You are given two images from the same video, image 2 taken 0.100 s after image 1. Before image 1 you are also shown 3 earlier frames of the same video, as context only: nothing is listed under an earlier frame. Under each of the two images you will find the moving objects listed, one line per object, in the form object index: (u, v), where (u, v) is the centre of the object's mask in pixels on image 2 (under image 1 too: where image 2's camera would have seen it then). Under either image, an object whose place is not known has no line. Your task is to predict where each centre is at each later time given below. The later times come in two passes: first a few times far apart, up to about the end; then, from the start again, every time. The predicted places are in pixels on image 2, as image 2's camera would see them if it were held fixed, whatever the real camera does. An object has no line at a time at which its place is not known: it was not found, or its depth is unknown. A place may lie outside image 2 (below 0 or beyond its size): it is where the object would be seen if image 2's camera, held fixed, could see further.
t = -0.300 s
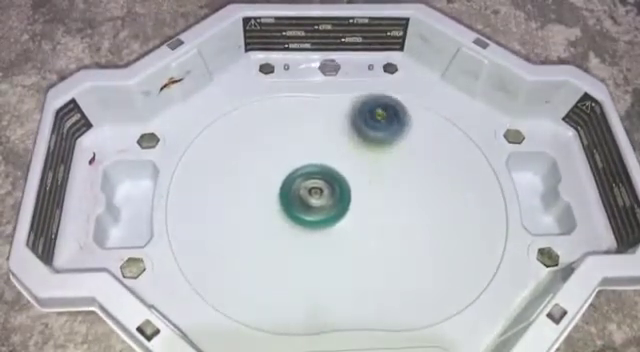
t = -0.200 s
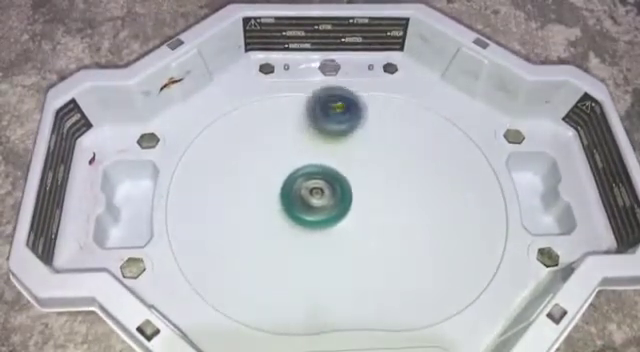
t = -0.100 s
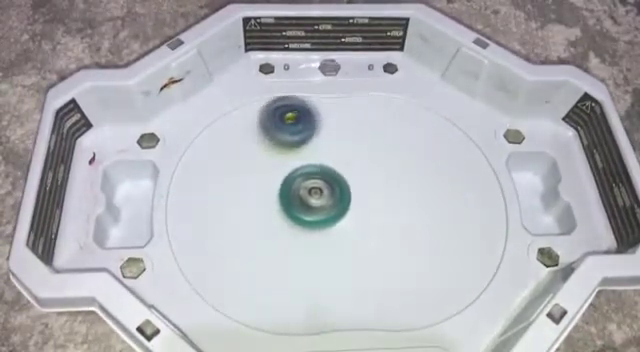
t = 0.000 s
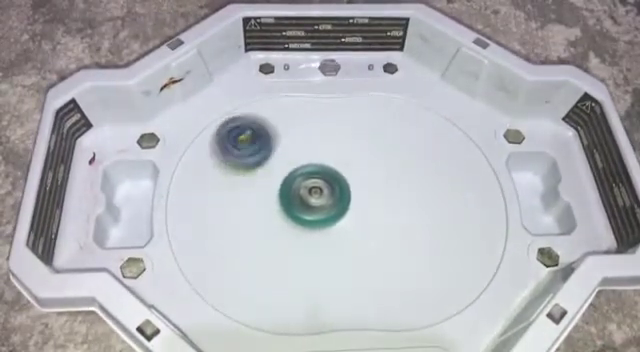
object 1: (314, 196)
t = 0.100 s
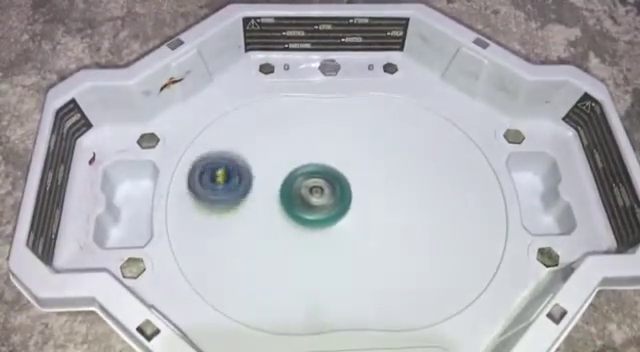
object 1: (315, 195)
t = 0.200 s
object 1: (315, 195)
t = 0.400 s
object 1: (315, 196)
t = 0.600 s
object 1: (315, 197)
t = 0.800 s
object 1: (315, 197)
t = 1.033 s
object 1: (315, 195)
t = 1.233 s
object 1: (315, 193)
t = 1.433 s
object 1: (314, 193)
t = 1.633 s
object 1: (315, 194)
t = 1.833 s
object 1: (314, 194)
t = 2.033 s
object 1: (315, 195)
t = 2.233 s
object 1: (316, 196)
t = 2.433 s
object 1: (315, 195)
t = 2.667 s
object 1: (314, 195)
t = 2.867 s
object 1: (316, 195)
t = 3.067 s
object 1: (314, 194)
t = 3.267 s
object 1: (316, 194)
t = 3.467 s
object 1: (315, 194)
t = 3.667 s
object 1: (315, 195)
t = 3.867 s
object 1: (317, 206)
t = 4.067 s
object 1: (321, 208)
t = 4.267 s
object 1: (316, 193)
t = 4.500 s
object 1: (312, 182)
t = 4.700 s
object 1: (322, 187)
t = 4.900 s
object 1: (306, 200)
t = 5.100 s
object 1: (257, 272)
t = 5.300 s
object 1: (270, 261)
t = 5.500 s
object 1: (308, 213)
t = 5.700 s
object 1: (307, 193)
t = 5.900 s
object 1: (303, 183)
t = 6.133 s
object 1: (317, 181)
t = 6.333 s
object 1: (337, 184)
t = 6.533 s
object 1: (346, 174)
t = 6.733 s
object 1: (357, 185)
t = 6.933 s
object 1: (364, 202)
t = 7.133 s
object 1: (358, 211)
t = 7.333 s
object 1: (344, 219)
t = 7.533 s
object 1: (321, 236)
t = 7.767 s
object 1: (287, 237)
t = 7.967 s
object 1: (277, 201)
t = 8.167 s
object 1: (293, 166)
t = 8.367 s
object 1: (326, 151)
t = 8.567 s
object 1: (362, 167)
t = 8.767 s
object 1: (393, 200)
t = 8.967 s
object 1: (399, 238)
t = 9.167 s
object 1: (376, 259)
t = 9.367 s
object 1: (342, 244)
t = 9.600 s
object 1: (279, 196)
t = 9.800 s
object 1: (265, 154)
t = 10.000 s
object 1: (288, 131)
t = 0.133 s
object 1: (315, 195)
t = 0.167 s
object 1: (315, 195)
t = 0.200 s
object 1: (315, 195)
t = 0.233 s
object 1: (315, 195)
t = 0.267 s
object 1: (315, 196)
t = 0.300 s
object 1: (315, 196)
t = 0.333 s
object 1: (315, 196)
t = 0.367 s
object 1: (315, 196)
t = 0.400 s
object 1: (315, 196)
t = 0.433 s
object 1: (315, 196)
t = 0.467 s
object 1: (316, 196)
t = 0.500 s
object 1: (316, 196)
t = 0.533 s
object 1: (316, 196)
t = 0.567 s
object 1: (316, 196)
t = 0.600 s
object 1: (315, 197)
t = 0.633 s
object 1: (315, 197)
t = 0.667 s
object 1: (314, 197)
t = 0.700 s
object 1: (314, 197)
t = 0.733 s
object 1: (315, 197)
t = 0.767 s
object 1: (315, 197)
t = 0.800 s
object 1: (315, 197)
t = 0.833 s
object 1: (315, 196)
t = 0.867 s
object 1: (315, 196)
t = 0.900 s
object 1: (315, 196)
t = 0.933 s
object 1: (315, 196)
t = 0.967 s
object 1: (315, 195)
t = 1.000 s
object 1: (315, 195)
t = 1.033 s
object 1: (315, 195)
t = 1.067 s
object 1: (315, 195)
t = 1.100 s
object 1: (315, 195)
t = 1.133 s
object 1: (314, 194)
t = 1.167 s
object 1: (314, 194)
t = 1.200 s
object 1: (314, 193)
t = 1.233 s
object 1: (315, 193)
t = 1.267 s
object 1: (315, 193)
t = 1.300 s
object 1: (315, 193)
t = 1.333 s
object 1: (315, 193)
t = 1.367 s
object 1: (315, 193)
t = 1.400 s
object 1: (315, 193)
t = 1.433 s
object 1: (314, 193)
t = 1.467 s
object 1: (314, 193)
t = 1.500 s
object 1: (314, 193)
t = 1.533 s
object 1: (314, 193)
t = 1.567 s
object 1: (315, 194)
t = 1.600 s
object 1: (315, 194)
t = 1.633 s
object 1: (315, 194)
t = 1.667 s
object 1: (315, 194)
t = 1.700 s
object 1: (315, 194)
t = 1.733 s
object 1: (314, 194)
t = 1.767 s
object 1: (314, 194)
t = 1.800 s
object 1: (314, 194)
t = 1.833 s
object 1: (314, 194)
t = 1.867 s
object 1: (315, 194)
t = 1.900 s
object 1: (315, 194)
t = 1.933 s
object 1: (315, 194)
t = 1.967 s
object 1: (315, 194)
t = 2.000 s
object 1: (315, 195)
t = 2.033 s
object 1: (315, 195)
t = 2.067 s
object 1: (315, 195)
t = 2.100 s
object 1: (315, 196)
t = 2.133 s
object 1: (315, 196)
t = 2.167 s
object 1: (315, 196)
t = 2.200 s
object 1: (316, 196)
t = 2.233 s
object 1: (316, 196)
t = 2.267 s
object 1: (315, 196)
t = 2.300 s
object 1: (315, 196)
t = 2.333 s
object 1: (314, 196)
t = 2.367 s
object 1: (314, 196)
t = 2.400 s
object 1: (314, 195)
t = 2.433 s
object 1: (315, 195)
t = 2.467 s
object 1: (315, 195)
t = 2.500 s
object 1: (316, 195)
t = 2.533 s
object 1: (316, 195)
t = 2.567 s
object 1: (316, 195)
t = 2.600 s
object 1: (315, 195)
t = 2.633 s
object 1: (315, 195)
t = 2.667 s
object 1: (314, 195)
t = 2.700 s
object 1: (314, 195)
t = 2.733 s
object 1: (314, 195)
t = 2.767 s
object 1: (314, 195)
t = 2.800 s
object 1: (315, 195)
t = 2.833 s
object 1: (316, 194)
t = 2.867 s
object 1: (316, 195)
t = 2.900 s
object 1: (316, 195)
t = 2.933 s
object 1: (315, 195)
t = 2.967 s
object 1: (315, 194)
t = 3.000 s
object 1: (314, 194)
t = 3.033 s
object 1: (314, 194)
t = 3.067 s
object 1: (314, 194)
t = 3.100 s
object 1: (314, 194)
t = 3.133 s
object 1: (315, 194)
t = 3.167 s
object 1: (315, 194)
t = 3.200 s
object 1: (316, 194)
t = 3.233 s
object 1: (316, 194)
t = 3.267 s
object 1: (316, 194)
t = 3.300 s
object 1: (315, 194)
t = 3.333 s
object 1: (314, 194)
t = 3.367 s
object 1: (314, 194)
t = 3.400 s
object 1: (314, 194)
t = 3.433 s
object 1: (314, 194)
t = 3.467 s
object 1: (315, 194)
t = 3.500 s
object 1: (315, 194)
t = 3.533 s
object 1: (316, 194)
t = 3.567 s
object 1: (316, 195)
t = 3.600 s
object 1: (316, 195)
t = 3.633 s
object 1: (315, 195)
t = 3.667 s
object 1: (315, 195)
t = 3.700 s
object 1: (314, 196)
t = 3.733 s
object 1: (315, 198)
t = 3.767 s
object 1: (316, 200)
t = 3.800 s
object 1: (317, 202)
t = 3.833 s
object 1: (317, 204)
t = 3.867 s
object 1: (317, 206)
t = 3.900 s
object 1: (317, 207)
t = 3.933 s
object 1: (317, 208)
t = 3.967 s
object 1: (318, 208)
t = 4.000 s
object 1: (319, 208)
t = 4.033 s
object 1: (320, 208)
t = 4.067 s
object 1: (321, 208)
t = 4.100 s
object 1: (322, 208)
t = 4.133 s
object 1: (322, 208)
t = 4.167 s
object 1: (322, 206)
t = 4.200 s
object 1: (321, 201)
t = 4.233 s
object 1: (319, 197)
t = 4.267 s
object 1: (316, 193)
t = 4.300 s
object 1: (313, 190)
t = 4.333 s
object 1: (311, 187)
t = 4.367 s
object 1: (310, 185)
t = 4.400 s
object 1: (310, 184)
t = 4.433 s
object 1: (310, 183)
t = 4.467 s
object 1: (311, 183)
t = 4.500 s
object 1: (312, 182)
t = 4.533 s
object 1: (313, 182)
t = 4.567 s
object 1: (315, 183)
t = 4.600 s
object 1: (317, 184)
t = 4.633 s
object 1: (320, 185)
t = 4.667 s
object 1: (321, 186)
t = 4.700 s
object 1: (322, 187)
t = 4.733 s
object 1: (322, 187)
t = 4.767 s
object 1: (320, 187)
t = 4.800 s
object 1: (318, 187)
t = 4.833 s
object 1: (317, 186)
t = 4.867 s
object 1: (315, 186)
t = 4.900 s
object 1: (306, 200)
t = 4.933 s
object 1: (294, 216)
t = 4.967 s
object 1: (283, 232)
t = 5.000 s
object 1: (273, 246)
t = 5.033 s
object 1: (266, 257)
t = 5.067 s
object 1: (260, 266)
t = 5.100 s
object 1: (257, 272)
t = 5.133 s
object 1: (256, 275)
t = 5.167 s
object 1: (256, 276)
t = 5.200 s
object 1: (258, 274)
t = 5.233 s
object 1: (262, 271)
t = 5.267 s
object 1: (266, 266)
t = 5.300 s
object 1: (270, 261)
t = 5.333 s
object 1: (276, 254)
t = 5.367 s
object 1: (282, 247)
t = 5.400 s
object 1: (288, 239)
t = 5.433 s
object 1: (294, 231)
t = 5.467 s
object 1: (301, 222)
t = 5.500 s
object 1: (308, 213)
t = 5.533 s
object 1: (315, 205)
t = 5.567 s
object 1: (319, 200)
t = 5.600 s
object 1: (316, 198)
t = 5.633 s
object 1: (313, 196)
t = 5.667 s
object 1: (309, 195)
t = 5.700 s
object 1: (307, 193)
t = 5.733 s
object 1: (305, 191)
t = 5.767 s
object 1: (304, 189)
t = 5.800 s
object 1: (303, 187)
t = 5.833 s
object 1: (303, 185)
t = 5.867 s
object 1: (302, 184)
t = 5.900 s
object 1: (303, 183)
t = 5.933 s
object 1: (304, 182)
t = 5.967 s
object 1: (305, 181)
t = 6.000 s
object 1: (307, 181)
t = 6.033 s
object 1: (309, 180)
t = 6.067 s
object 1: (312, 181)
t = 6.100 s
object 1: (314, 181)
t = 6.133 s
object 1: (317, 181)
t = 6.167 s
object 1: (321, 182)
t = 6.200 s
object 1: (324, 182)
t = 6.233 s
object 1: (326, 183)
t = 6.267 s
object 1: (330, 183)
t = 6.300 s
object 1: (333, 183)
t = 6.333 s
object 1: (337, 184)
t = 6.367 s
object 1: (341, 184)
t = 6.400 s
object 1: (343, 180)
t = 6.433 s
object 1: (344, 176)
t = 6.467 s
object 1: (345, 175)
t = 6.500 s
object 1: (346, 174)
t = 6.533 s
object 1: (346, 174)
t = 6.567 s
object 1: (347, 175)
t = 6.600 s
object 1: (348, 177)
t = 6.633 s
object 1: (350, 178)
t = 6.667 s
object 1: (352, 180)
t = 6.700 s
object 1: (354, 183)
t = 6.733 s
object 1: (357, 185)
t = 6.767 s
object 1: (359, 188)
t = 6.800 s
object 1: (361, 191)
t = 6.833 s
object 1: (363, 194)
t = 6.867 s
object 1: (364, 197)
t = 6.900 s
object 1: (364, 199)
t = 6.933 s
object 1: (364, 202)
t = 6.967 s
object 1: (364, 205)
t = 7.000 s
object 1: (363, 206)
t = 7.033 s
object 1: (362, 207)
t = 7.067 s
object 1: (361, 208)
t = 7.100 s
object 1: (359, 209)
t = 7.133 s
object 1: (358, 211)
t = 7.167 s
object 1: (356, 213)
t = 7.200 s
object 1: (354, 215)
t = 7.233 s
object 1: (352, 216)
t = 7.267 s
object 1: (350, 218)
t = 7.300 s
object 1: (347, 219)
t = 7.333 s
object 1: (344, 219)
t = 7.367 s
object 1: (341, 219)
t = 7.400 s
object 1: (339, 218)
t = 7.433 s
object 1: (336, 217)
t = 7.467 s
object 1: (332, 217)
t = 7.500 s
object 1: (327, 226)
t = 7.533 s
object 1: (321, 236)
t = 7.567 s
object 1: (315, 242)
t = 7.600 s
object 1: (309, 246)
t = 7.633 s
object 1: (303, 247)
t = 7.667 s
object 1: (299, 246)
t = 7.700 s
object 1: (295, 245)
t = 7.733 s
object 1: (291, 241)
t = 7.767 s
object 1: (287, 237)
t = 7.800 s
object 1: (284, 232)
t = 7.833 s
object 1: (281, 227)
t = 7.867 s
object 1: (279, 221)
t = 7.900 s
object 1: (278, 214)
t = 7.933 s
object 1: (277, 208)
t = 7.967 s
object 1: (277, 201)
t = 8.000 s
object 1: (277, 195)
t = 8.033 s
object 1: (279, 188)
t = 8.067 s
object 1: (281, 181)
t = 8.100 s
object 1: (284, 176)
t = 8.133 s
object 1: (288, 171)
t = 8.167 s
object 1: (293, 166)
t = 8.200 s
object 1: (297, 162)
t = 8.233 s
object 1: (303, 159)
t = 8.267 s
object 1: (309, 156)
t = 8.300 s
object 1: (314, 153)
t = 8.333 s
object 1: (320, 152)
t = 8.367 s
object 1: (326, 151)
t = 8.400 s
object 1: (332, 151)
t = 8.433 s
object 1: (337, 153)
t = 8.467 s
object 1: (343, 155)
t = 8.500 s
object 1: (349, 158)
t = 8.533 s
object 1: (355, 162)
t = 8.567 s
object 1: (362, 167)
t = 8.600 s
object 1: (369, 171)
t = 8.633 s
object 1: (375, 177)
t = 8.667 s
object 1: (380, 182)
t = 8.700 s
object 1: (386, 188)
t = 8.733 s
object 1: (390, 194)
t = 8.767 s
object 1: (393, 200)
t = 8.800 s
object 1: (396, 206)
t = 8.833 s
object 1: (398, 212)
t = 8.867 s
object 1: (400, 219)
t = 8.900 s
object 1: (400, 225)
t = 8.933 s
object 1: (400, 232)
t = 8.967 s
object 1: (399, 238)
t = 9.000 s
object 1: (397, 243)
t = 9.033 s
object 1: (394, 248)
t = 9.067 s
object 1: (391, 252)
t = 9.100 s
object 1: (386, 255)
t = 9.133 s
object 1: (382, 257)
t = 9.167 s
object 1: (376, 259)
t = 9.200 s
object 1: (371, 259)
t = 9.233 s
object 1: (365, 257)
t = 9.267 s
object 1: (360, 256)
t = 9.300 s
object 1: (354, 252)
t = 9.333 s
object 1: (349, 247)
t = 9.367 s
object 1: (342, 244)
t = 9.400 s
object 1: (334, 239)
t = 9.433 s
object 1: (325, 234)
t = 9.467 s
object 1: (318, 227)
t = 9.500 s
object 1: (311, 220)
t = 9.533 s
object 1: (300, 212)
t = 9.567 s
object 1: (289, 204)
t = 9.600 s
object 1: (279, 196)
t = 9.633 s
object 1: (272, 188)
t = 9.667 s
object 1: (267, 180)
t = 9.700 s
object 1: (264, 173)
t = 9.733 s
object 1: (263, 166)
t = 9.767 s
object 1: (264, 160)
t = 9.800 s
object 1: (265, 154)
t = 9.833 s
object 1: (267, 148)
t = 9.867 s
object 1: (271, 143)
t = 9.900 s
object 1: (274, 139)
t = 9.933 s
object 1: (278, 135)
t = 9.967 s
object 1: (283, 133)
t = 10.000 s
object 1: (288, 131)
